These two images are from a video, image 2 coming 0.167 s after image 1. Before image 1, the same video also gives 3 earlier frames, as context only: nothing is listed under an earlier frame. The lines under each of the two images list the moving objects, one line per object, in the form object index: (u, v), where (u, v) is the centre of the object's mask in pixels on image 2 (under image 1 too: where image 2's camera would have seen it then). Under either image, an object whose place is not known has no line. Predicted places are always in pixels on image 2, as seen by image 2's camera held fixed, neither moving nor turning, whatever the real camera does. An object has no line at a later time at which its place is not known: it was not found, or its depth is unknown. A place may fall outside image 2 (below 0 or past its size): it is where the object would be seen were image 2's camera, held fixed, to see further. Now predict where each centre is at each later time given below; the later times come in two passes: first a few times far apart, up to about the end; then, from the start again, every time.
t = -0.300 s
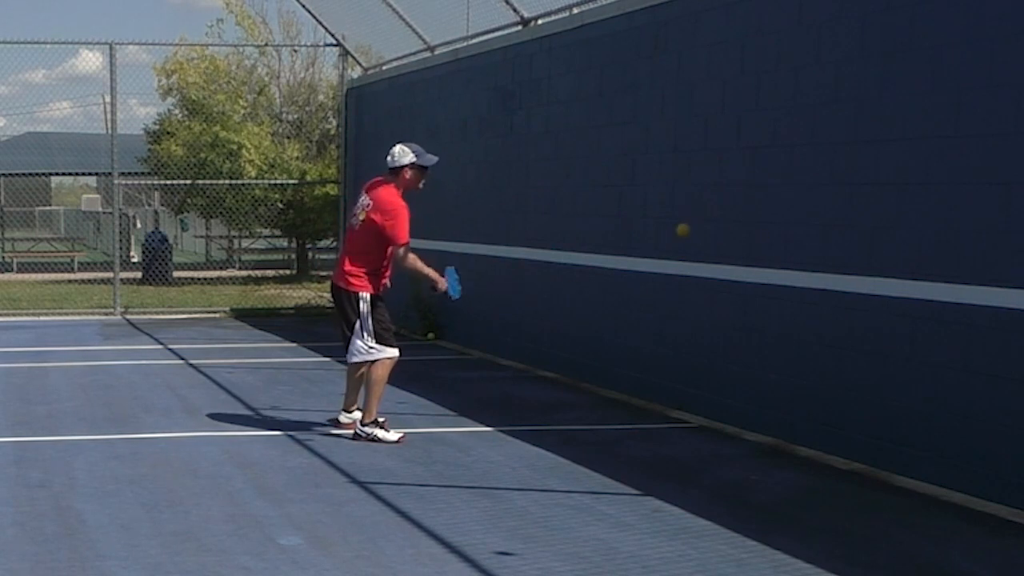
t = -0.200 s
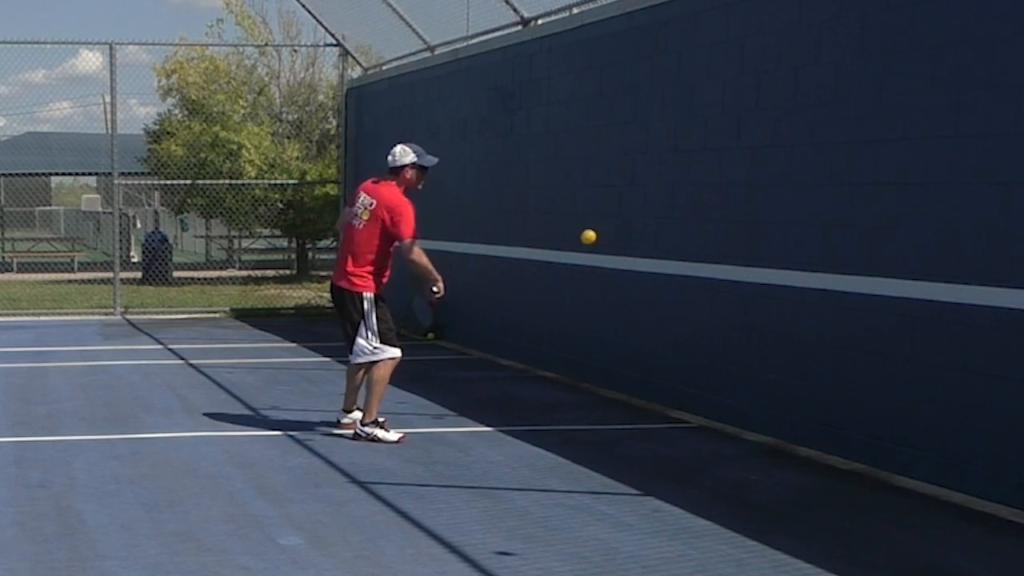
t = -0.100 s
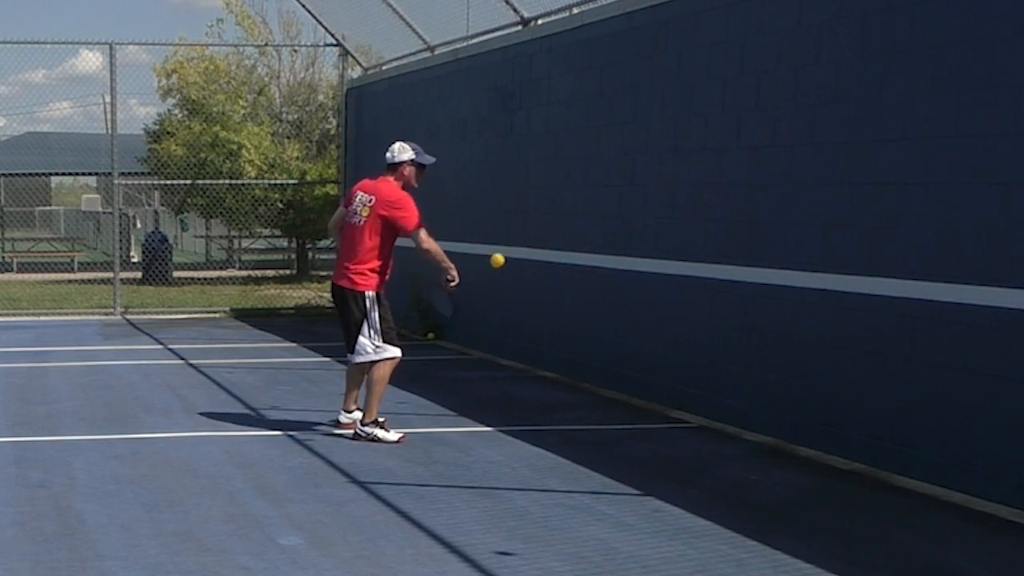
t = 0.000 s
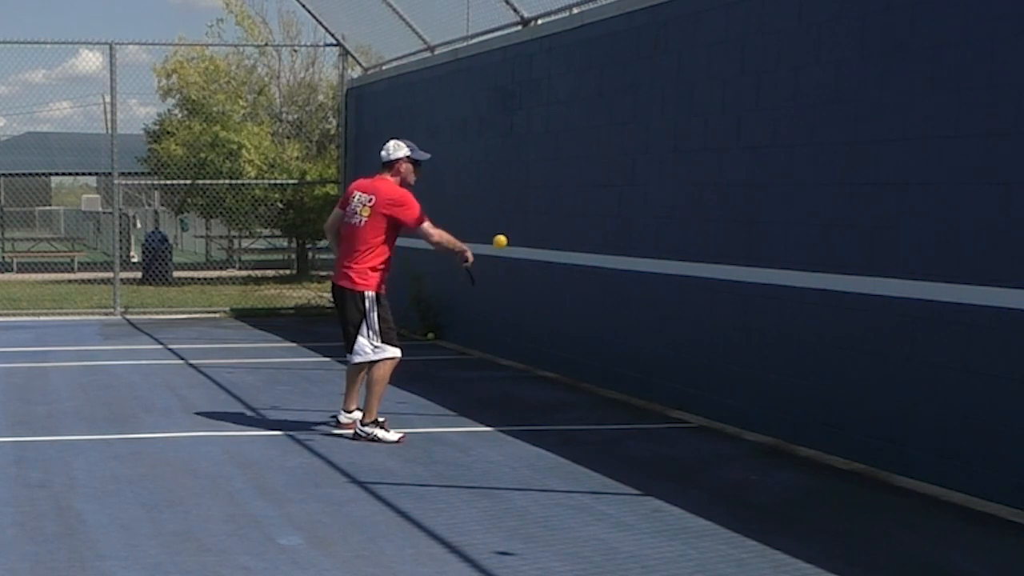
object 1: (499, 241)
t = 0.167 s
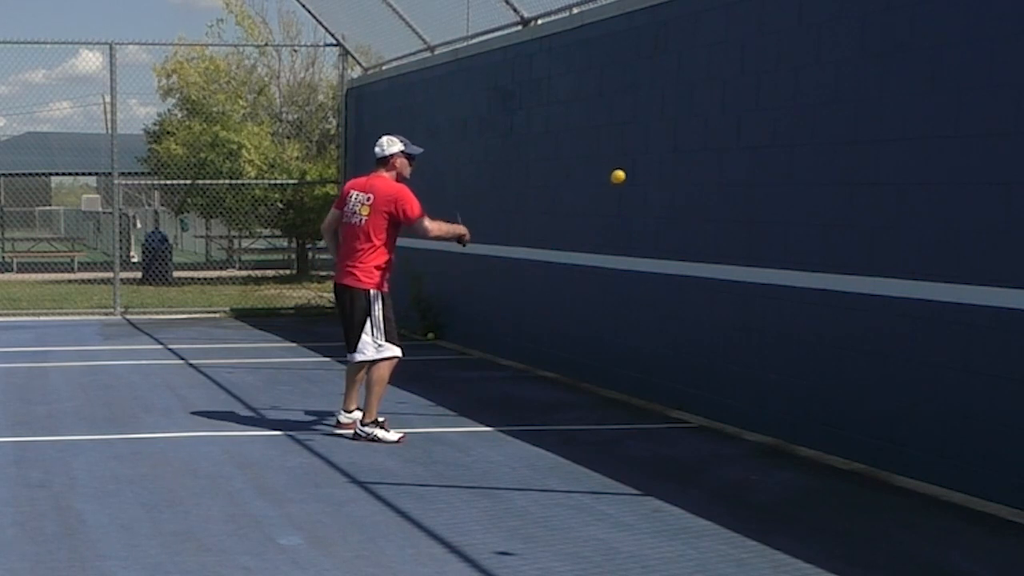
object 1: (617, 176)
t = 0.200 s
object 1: (639, 170)
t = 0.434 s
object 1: (665, 173)
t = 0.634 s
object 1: (566, 243)
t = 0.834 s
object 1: (473, 378)
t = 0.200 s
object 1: (639, 170)
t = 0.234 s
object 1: (661, 165)
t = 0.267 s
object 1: (683, 162)
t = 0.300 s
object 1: (704, 161)
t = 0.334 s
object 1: (714, 162)
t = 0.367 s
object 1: (698, 164)
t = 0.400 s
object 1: (681, 167)
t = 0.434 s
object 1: (665, 173)
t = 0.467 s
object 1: (648, 180)
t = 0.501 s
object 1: (631, 189)
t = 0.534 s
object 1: (615, 200)
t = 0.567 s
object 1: (598, 212)
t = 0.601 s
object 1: (582, 227)
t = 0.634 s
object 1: (566, 243)
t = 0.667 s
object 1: (550, 262)
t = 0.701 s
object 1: (534, 282)
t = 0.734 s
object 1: (519, 303)
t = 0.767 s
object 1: (503, 327)
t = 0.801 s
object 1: (488, 352)
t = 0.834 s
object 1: (473, 378)
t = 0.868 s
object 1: (458, 406)
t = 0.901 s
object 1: (449, 405)
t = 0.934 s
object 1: (442, 387)
